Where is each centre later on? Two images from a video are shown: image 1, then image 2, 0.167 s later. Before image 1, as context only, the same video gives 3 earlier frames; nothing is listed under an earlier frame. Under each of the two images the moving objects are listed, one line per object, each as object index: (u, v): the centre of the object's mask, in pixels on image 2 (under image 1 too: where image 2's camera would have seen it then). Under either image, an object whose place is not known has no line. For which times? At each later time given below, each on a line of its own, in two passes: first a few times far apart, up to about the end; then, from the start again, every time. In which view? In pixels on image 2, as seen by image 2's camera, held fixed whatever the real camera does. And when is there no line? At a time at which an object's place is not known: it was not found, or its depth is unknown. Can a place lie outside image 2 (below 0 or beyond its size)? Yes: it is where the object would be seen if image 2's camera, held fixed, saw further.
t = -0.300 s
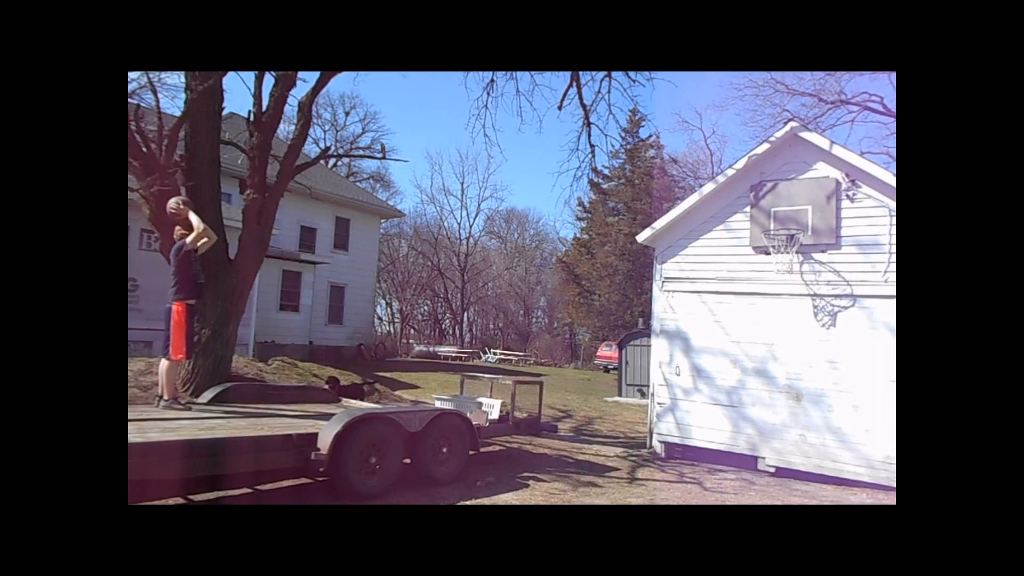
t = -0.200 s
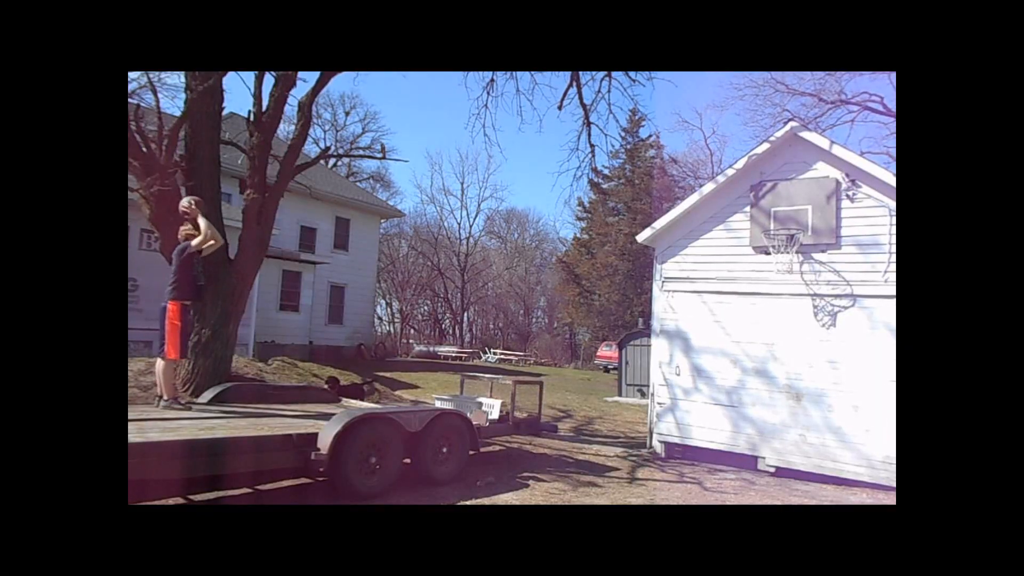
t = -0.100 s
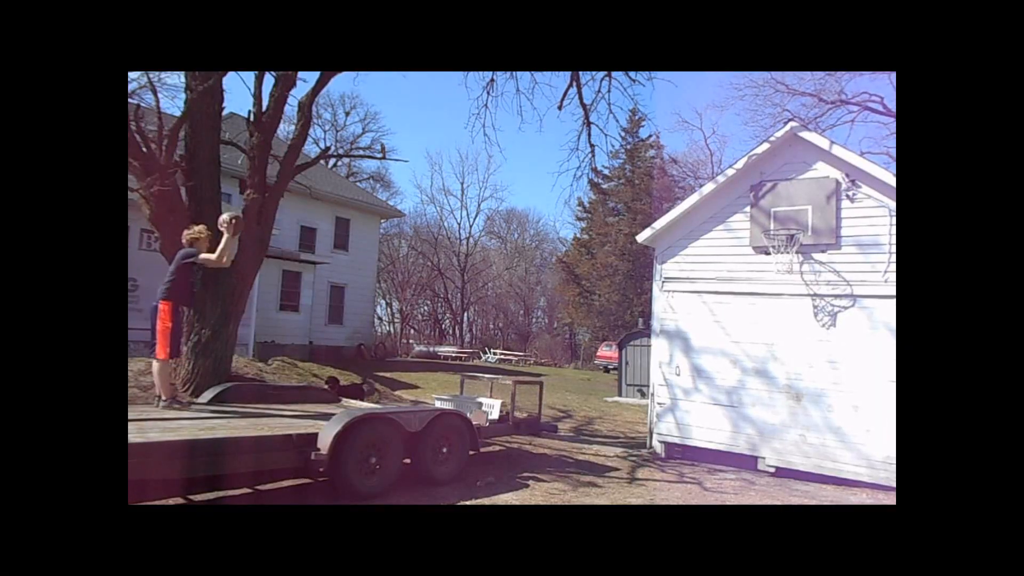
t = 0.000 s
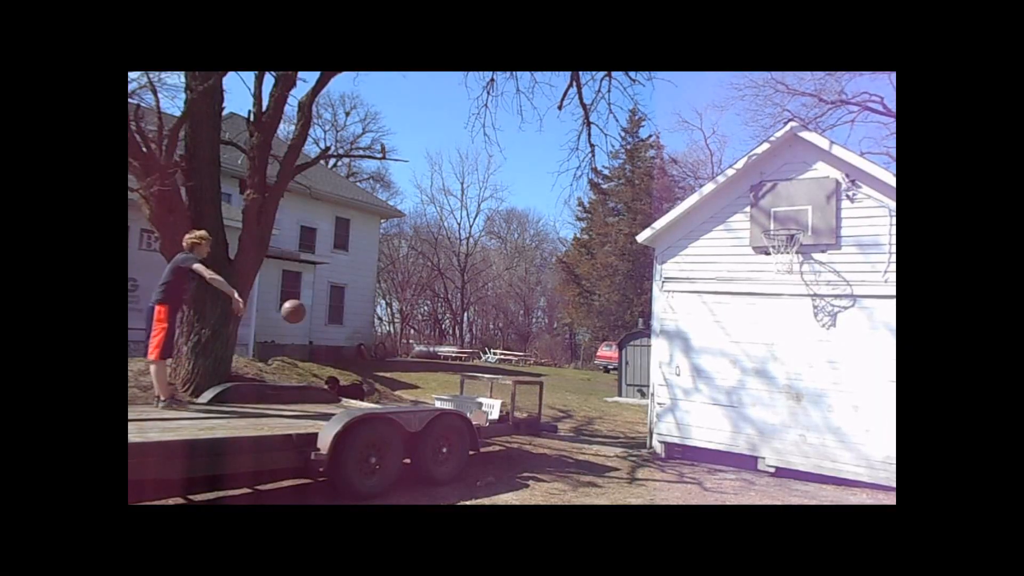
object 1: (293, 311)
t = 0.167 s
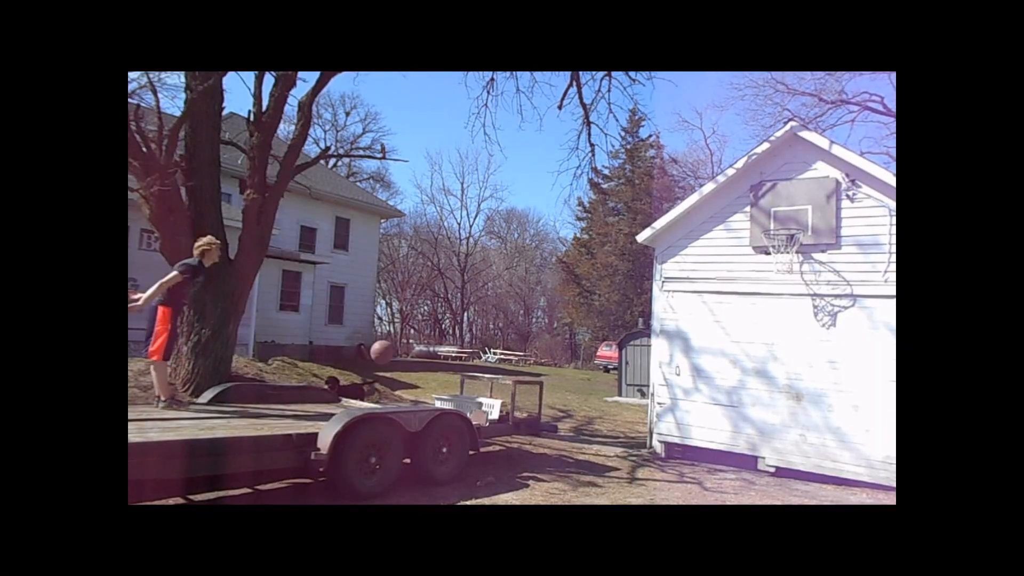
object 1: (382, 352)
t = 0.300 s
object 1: (441, 271)
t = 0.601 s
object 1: (562, 165)
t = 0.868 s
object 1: (655, 144)
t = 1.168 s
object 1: (751, 192)
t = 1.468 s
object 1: (779, 274)
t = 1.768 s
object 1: (755, 376)
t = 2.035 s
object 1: (738, 432)
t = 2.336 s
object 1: (726, 339)
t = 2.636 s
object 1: (715, 321)
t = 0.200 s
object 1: (397, 330)
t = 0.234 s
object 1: (412, 308)
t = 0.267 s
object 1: (427, 289)
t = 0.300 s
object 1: (441, 271)
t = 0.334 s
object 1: (456, 254)
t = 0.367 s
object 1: (470, 239)
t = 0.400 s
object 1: (484, 225)
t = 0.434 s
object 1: (498, 212)
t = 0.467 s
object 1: (511, 200)
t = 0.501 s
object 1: (524, 189)
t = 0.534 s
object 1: (537, 180)
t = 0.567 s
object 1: (550, 172)
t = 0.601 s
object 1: (562, 165)
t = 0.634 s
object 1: (575, 159)
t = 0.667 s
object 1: (586, 154)
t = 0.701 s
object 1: (598, 150)
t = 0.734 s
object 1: (610, 146)
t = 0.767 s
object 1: (622, 144)
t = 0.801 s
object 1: (632, 143)
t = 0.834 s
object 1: (644, 143)
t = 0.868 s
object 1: (655, 144)
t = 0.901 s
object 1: (666, 146)
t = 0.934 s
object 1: (678, 149)
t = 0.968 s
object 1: (688, 152)
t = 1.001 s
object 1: (698, 156)
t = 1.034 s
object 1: (709, 162)
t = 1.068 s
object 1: (719, 168)
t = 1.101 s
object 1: (730, 174)
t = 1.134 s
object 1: (740, 182)
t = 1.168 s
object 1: (751, 192)
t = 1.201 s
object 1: (759, 200)
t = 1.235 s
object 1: (769, 211)
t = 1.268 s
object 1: (779, 221)
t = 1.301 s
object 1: (789, 234)
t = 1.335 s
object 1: (792, 242)
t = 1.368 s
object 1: (789, 250)
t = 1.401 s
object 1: (786, 244)
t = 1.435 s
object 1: (782, 265)
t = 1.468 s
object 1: (779, 274)
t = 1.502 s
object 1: (777, 280)
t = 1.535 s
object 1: (774, 289)
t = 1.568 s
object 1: (771, 299)
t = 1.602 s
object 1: (769, 310)
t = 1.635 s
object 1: (766, 321)
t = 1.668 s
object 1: (763, 333)
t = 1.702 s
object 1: (761, 347)
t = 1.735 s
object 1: (758, 361)
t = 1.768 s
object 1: (755, 376)
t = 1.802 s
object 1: (753, 392)
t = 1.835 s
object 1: (750, 410)
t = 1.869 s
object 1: (747, 427)
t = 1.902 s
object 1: (744, 446)
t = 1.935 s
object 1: (742, 466)
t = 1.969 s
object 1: (740, 464)
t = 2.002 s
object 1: (738, 447)
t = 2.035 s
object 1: (738, 432)
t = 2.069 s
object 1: (736, 418)
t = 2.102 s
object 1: (735, 405)
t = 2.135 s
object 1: (734, 393)
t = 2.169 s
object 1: (733, 381)
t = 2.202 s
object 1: (732, 371)
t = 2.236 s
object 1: (730, 361)
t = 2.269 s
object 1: (729, 353)
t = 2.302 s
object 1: (728, 346)
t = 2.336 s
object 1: (726, 339)
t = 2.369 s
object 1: (725, 333)
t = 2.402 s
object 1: (724, 329)
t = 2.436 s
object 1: (722, 325)
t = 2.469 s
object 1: (721, 322)
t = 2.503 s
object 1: (720, 320)
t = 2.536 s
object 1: (719, 319)
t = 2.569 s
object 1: (717, 319)
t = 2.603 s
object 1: (716, 319)
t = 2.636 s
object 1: (715, 321)
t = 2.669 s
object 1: (713, 323)
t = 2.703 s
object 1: (712, 326)
